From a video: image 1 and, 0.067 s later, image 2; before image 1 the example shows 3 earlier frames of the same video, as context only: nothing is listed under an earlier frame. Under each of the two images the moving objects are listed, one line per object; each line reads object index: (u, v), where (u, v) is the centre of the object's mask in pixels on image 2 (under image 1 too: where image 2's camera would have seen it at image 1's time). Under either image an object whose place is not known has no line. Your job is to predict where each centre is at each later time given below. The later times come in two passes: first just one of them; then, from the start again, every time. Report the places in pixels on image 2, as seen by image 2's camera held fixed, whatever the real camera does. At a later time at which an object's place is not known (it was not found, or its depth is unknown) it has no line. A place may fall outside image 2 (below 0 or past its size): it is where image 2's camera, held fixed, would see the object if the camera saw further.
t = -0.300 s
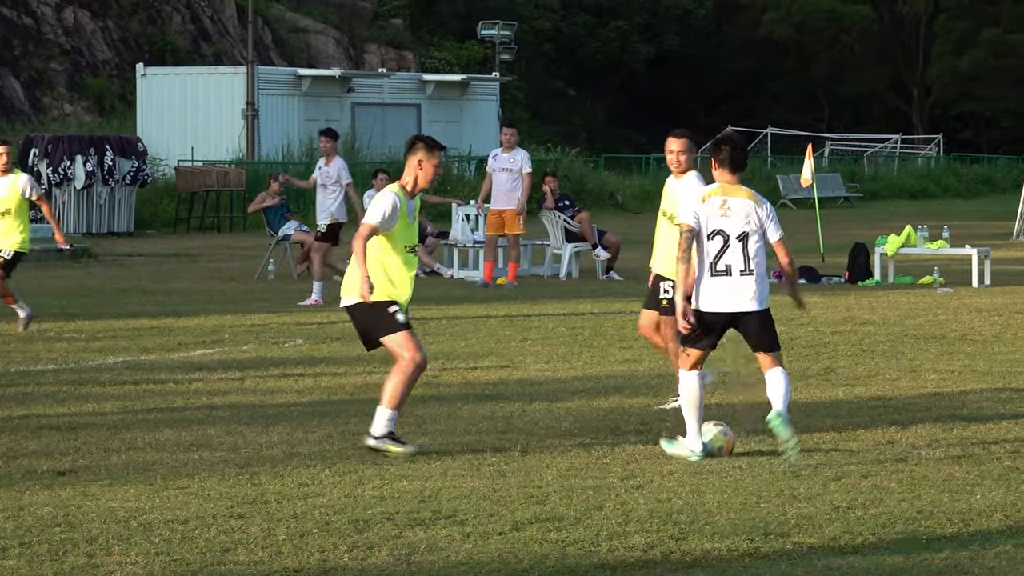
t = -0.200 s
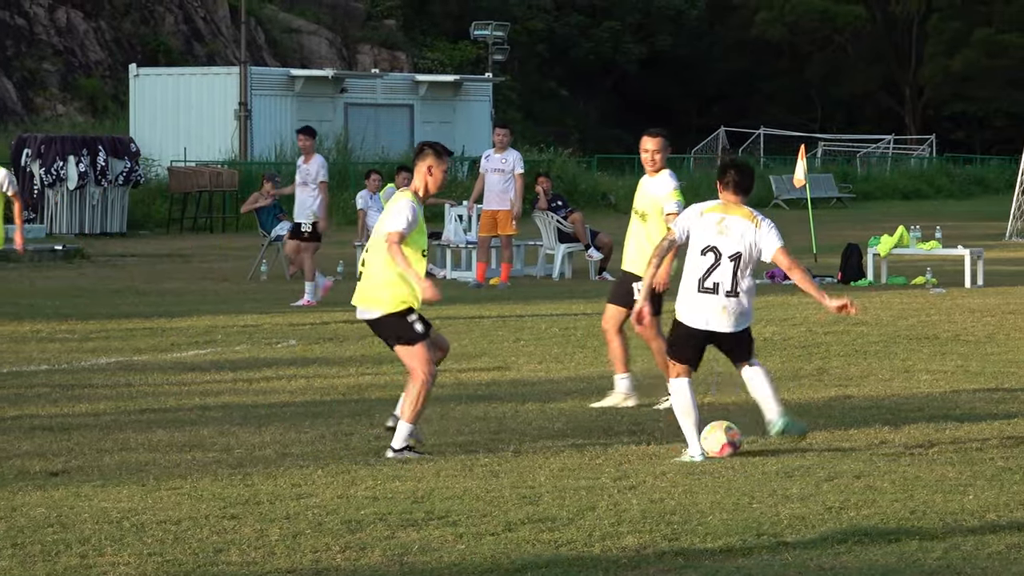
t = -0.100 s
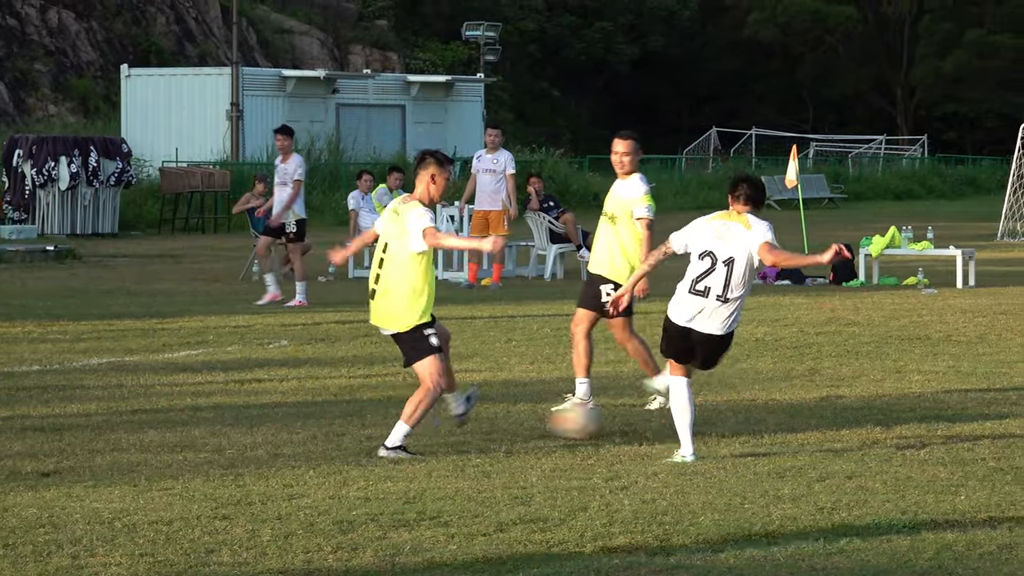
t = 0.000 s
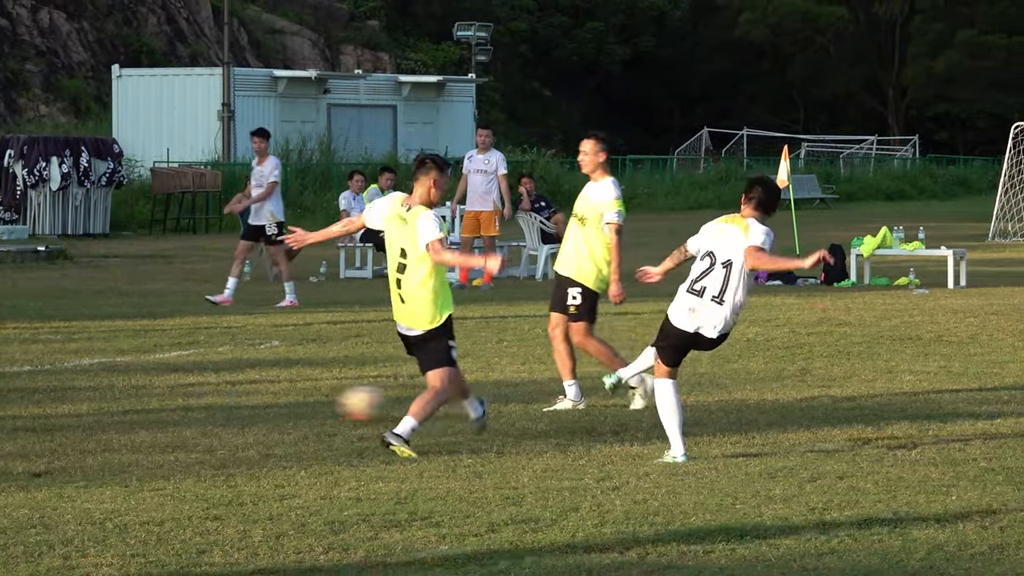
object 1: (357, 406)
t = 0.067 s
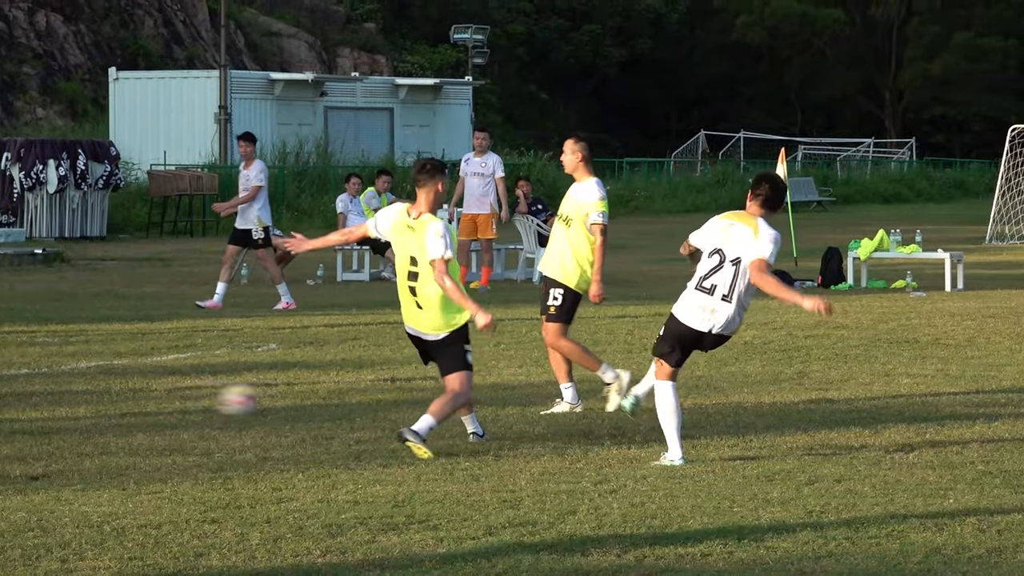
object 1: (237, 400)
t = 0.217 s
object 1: (15, 378)
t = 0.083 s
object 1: (211, 396)
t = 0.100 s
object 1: (184, 392)
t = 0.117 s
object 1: (157, 389)
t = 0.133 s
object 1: (132, 385)
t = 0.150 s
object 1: (107, 383)
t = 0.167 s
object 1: (84, 381)
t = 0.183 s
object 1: (61, 379)
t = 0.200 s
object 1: (37, 379)
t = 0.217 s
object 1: (15, 378)
